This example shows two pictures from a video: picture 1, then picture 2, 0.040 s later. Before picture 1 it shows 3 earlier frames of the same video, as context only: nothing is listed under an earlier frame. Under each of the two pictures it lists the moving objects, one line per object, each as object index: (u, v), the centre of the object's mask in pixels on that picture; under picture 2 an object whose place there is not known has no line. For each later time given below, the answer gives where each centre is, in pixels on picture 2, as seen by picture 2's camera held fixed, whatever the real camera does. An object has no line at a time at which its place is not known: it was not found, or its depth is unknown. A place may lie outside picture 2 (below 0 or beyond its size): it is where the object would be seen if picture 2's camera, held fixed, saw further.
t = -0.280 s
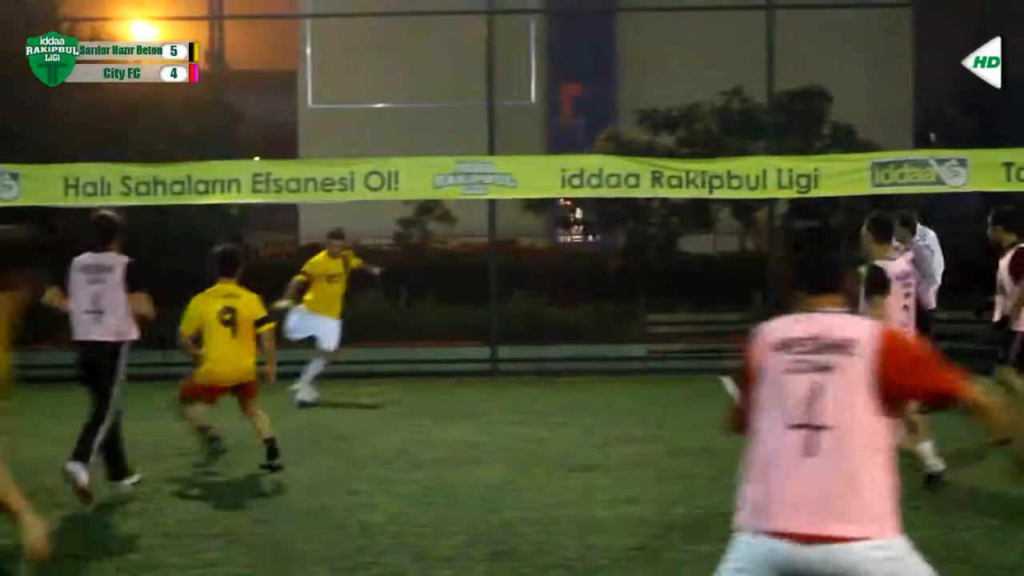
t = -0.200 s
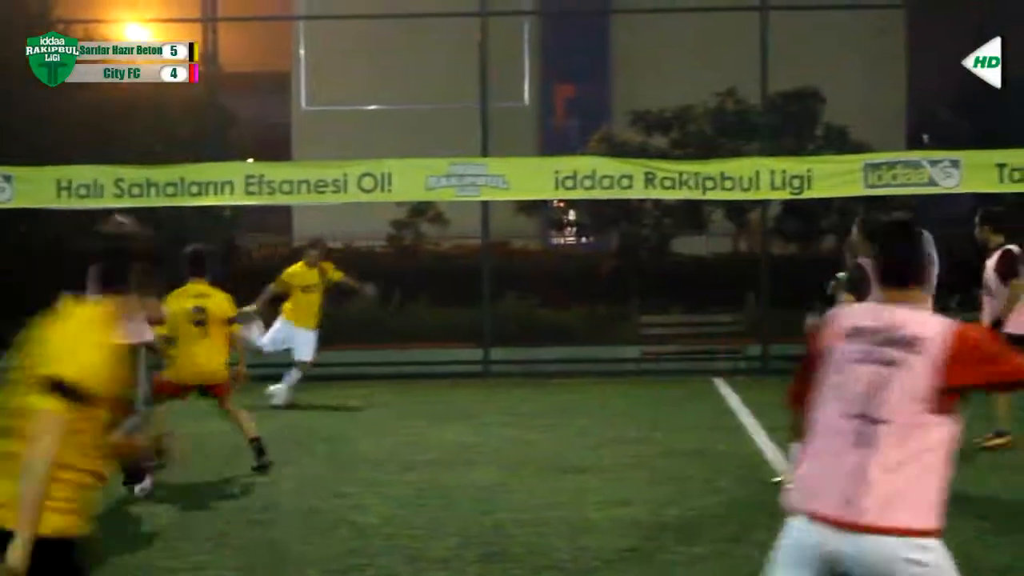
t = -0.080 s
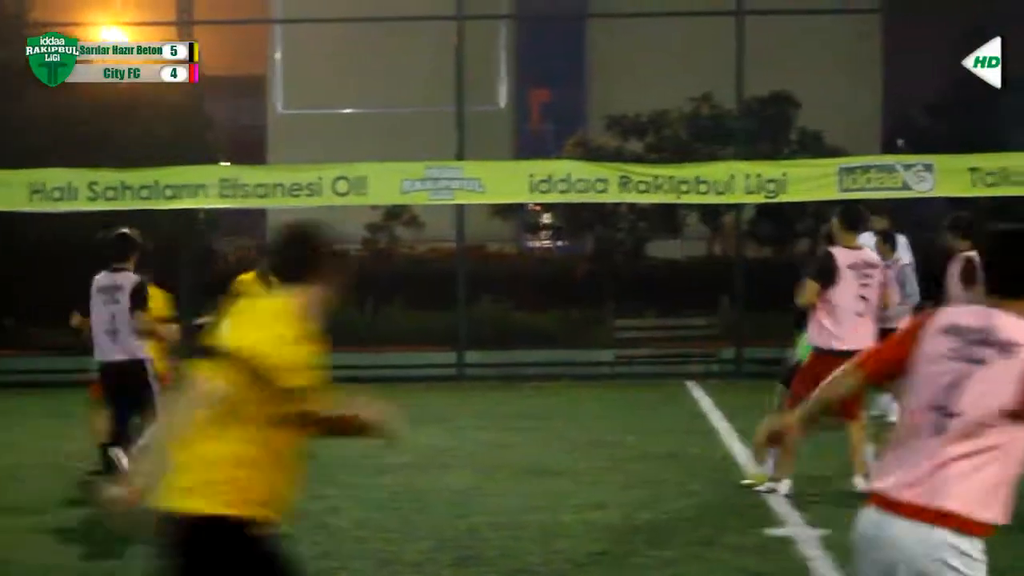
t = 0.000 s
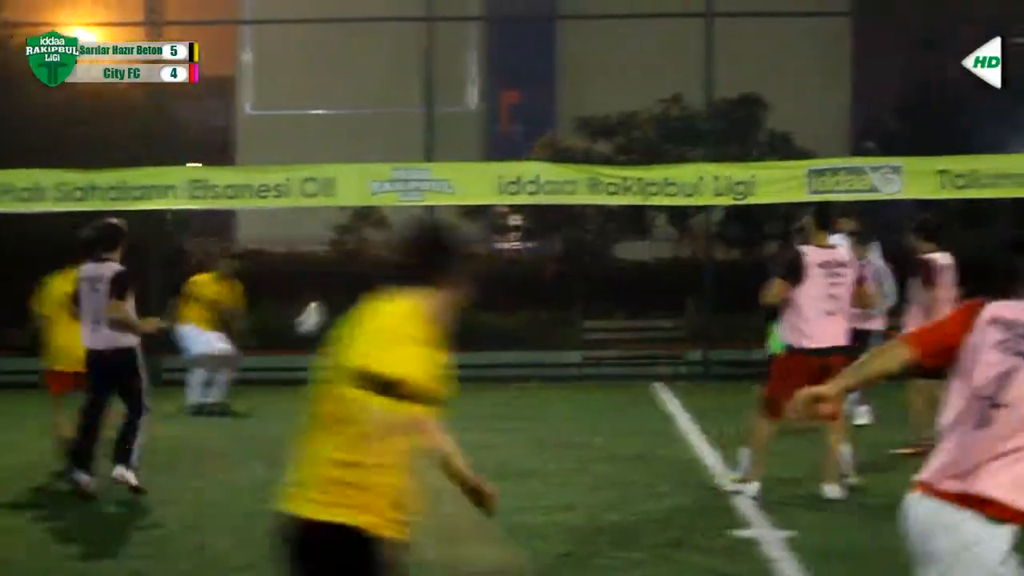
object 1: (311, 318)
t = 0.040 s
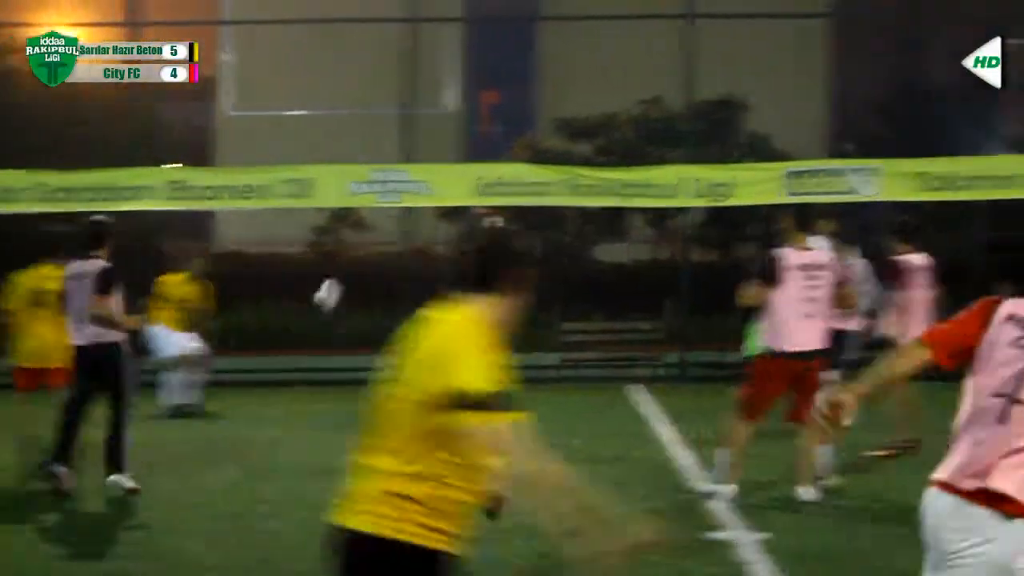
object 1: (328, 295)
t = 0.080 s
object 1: (369, 271)
